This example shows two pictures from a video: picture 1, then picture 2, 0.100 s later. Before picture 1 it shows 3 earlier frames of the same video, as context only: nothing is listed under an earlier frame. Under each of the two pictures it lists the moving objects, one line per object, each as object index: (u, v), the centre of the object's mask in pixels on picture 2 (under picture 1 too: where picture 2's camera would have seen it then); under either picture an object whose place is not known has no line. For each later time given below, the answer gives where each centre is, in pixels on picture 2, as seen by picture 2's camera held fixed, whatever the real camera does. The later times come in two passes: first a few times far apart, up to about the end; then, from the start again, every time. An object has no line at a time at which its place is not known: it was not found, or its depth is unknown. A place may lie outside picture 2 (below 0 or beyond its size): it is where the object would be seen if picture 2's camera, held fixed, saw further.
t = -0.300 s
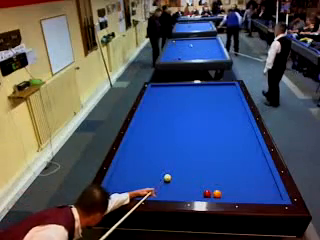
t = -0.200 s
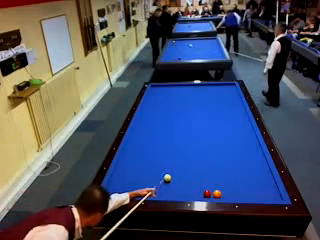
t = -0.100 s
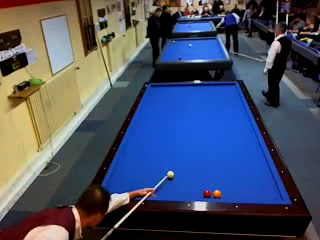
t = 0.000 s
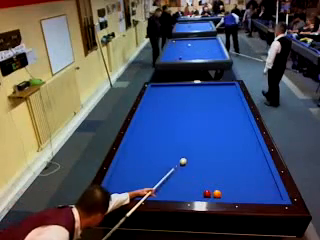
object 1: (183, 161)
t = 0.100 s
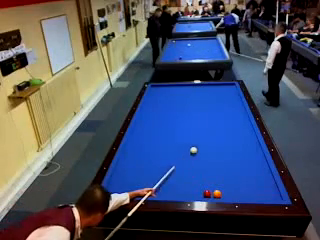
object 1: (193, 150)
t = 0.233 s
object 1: (204, 138)
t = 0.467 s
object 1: (221, 120)
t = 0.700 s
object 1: (235, 106)
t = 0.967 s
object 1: (230, 93)
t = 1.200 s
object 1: (220, 85)
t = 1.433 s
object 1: (208, 88)
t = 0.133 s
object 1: (196, 147)
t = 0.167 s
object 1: (199, 144)
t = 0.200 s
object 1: (202, 141)
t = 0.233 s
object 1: (204, 138)
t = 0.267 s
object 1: (207, 135)
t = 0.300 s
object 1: (210, 132)
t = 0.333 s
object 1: (212, 130)
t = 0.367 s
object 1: (215, 127)
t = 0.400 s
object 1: (217, 125)
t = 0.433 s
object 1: (219, 122)
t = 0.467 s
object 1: (221, 120)
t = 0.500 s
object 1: (223, 118)
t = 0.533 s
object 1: (225, 116)
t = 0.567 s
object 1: (227, 114)
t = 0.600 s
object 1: (229, 112)
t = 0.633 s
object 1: (231, 109)
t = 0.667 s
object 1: (233, 108)
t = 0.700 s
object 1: (235, 106)
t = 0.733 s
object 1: (236, 104)
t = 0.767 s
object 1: (237, 102)
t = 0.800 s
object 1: (239, 100)
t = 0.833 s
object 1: (237, 99)
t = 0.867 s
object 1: (235, 97)
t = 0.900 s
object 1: (234, 96)
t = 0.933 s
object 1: (232, 95)
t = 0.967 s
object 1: (230, 93)
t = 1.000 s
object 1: (228, 92)
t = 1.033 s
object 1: (227, 91)
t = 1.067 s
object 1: (225, 90)
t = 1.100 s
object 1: (224, 89)
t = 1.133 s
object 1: (222, 87)
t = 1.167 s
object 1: (221, 87)
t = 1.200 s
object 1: (220, 85)
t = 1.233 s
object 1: (218, 84)
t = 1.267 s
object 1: (217, 84)
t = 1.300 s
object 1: (215, 84)
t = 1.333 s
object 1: (213, 85)
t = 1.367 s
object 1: (212, 86)
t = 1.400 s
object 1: (210, 87)
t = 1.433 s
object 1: (208, 88)
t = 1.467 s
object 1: (206, 89)
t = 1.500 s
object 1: (205, 89)
